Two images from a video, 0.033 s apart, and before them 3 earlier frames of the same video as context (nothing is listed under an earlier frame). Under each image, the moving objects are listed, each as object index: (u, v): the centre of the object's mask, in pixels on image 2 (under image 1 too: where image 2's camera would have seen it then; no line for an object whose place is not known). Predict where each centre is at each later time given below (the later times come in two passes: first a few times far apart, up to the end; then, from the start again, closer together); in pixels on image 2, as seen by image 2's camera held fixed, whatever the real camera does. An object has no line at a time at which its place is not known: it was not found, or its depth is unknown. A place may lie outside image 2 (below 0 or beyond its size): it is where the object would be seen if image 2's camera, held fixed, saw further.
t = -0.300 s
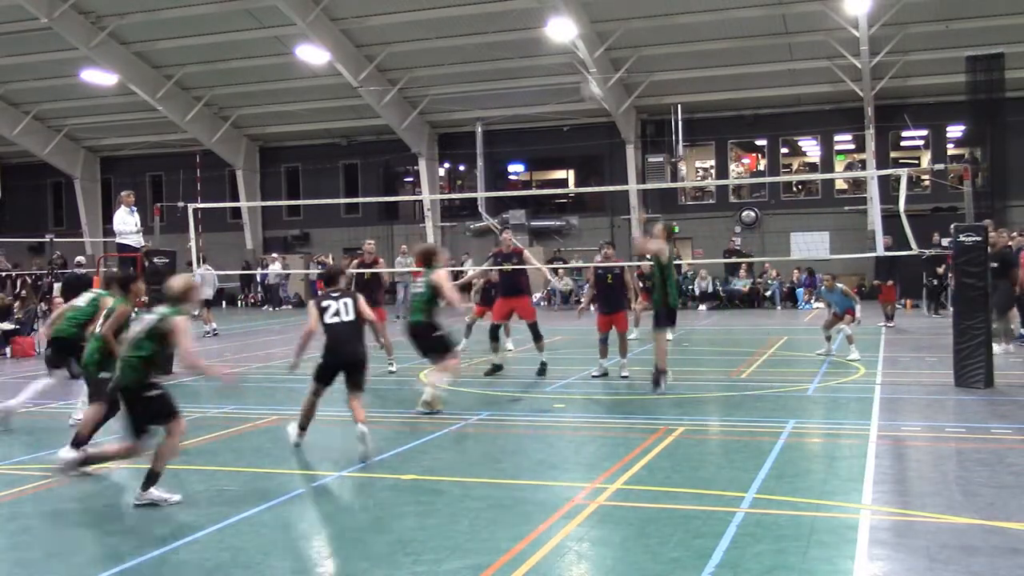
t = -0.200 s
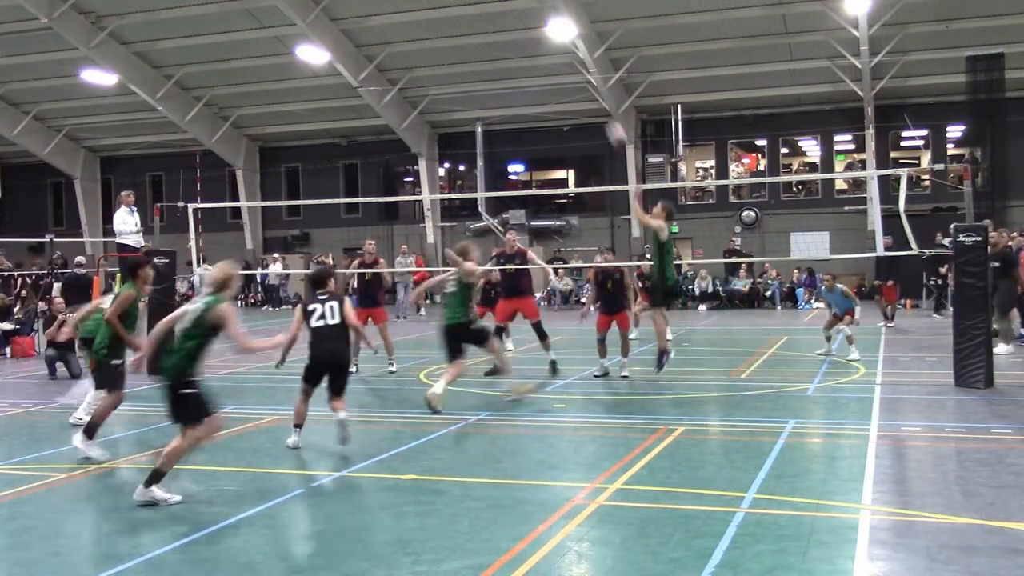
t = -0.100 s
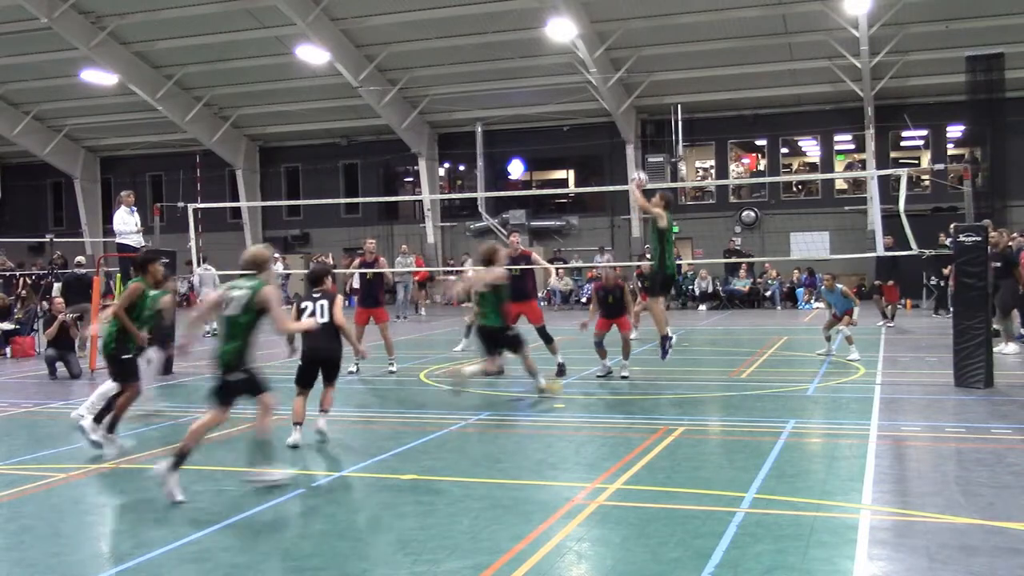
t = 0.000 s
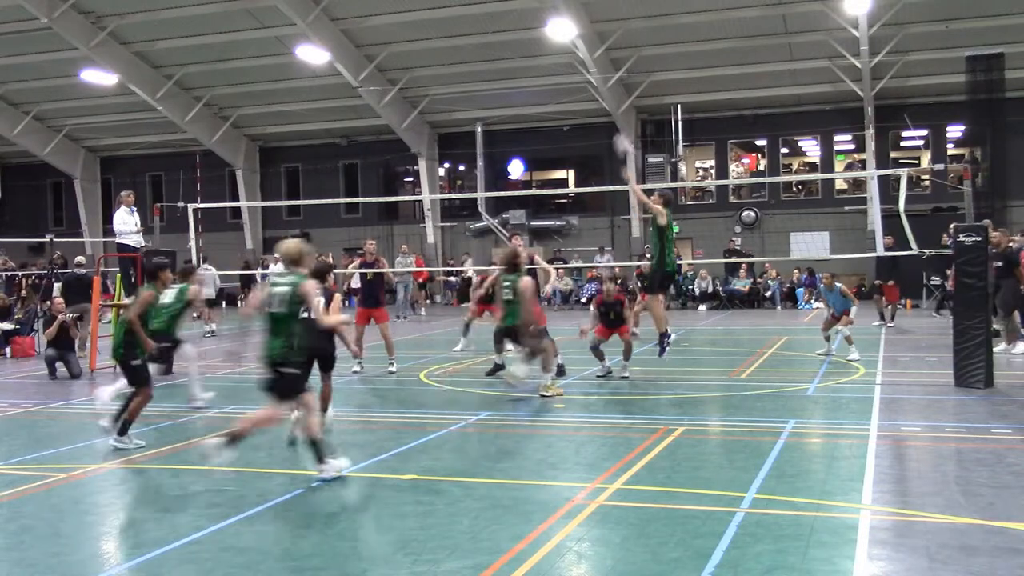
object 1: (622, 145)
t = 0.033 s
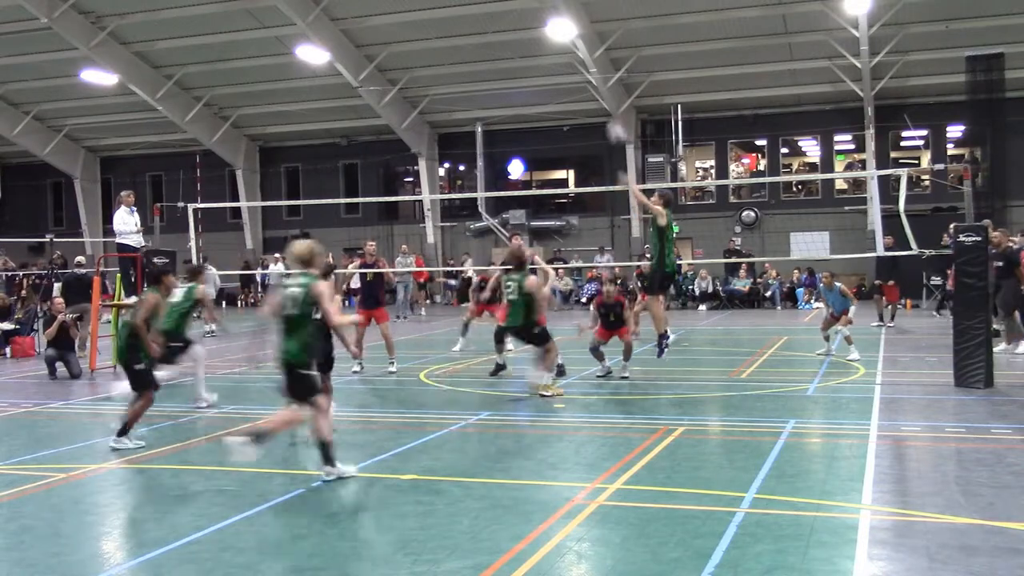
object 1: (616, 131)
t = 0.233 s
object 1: (575, 72)
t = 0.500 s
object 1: (521, 52)
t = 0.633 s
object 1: (496, 61)
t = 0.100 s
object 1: (602, 109)
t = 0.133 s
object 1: (595, 96)
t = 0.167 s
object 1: (587, 88)
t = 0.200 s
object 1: (582, 79)
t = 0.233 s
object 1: (575, 72)
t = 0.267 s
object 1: (567, 66)
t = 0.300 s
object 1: (560, 62)
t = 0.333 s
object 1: (553, 58)
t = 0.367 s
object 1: (546, 54)
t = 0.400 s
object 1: (540, 52)
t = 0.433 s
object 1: (533, 51)
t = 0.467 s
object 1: (527, 51)
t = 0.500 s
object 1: (521, 52)
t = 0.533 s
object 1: (515, 53)
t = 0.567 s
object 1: (508, 54)
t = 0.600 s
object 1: (502, 58)
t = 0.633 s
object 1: (496, 61)
